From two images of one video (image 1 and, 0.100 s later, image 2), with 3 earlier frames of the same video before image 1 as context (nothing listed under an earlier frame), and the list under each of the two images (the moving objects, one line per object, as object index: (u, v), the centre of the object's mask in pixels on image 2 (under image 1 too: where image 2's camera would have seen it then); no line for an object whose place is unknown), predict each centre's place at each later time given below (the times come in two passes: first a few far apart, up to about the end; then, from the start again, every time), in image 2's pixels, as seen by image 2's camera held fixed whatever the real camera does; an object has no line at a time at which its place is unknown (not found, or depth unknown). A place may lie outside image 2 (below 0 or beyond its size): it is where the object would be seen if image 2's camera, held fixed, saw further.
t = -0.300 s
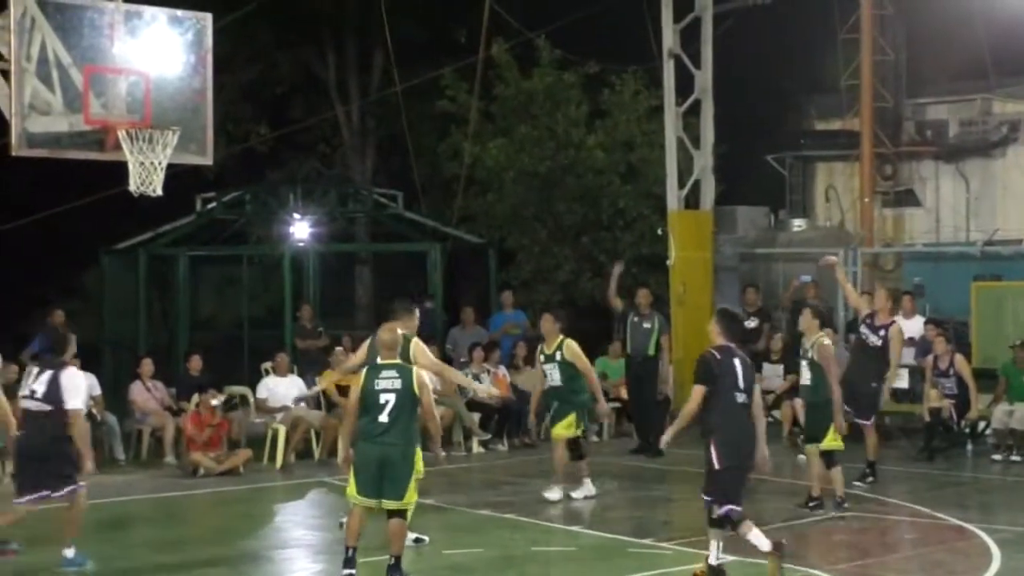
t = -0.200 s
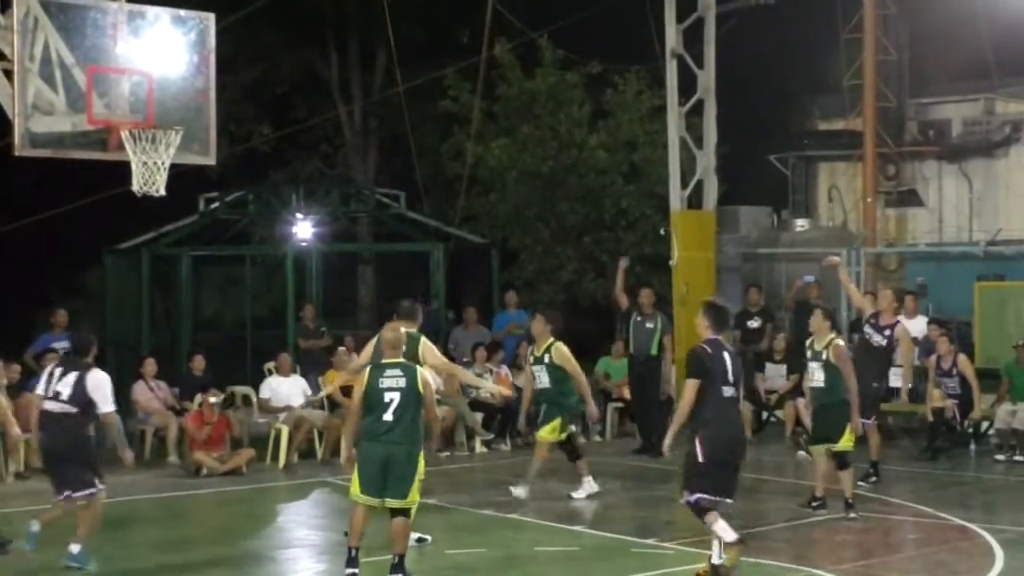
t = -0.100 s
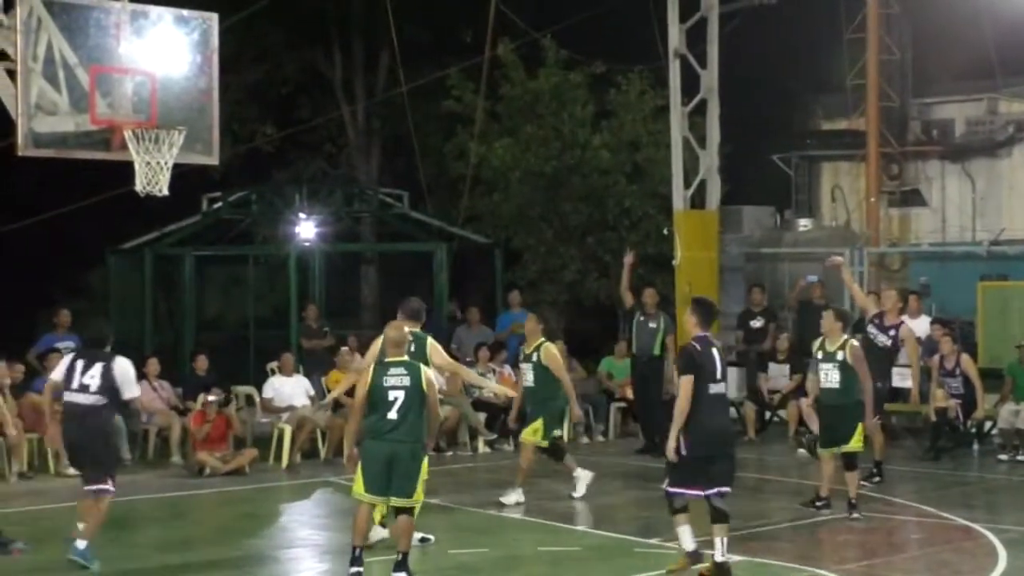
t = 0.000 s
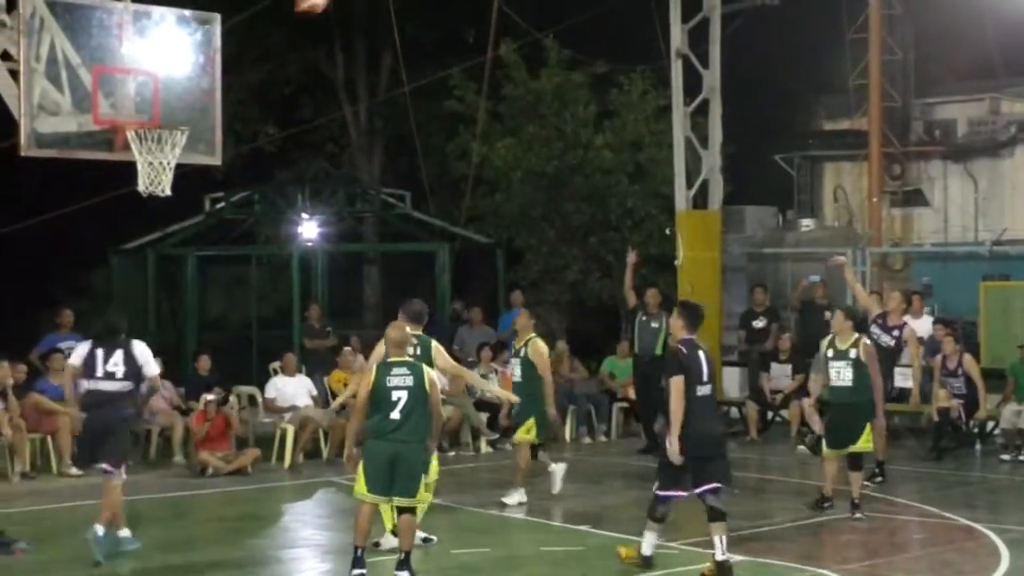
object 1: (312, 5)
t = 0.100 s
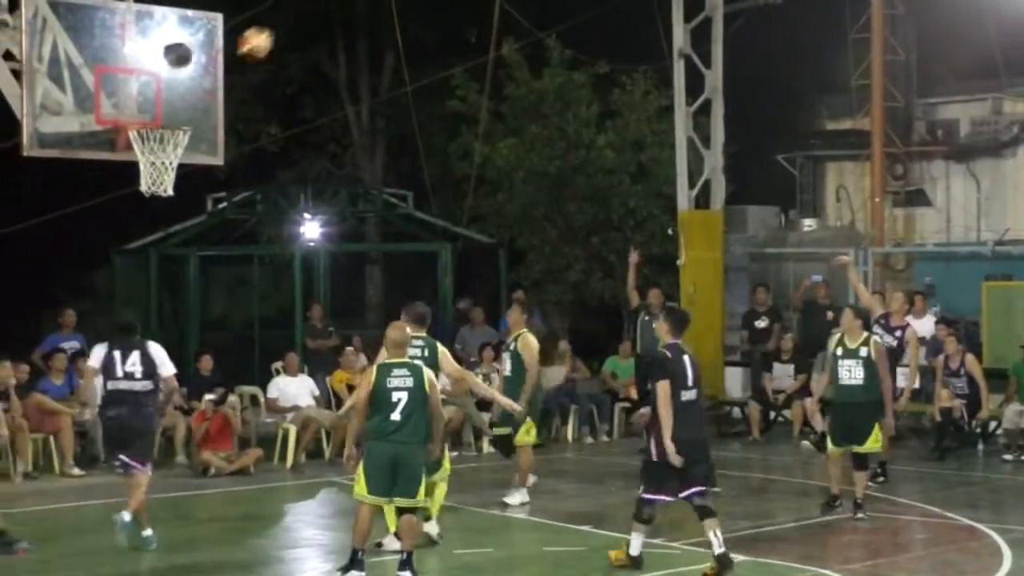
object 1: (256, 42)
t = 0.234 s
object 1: (179, 119)
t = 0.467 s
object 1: (272, 120)
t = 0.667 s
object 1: (363, 166)
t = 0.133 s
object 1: (237, 60)
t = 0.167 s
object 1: (219, 80)
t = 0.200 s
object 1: (196, 102)
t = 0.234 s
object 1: (179, 119)
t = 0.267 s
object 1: (180, 119)
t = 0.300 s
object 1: (194, 117)
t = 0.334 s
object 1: (210, 115)
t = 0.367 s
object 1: (227, 114)
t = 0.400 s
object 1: (241, 116)
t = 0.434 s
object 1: (256, 117)
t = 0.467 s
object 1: (272, 120)
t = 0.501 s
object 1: (287, 125)
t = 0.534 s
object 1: (302, 130)
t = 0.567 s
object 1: (318, 138)
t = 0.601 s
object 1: (333, 145)
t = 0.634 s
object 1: (348, 155)
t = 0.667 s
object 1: (363, 166)
